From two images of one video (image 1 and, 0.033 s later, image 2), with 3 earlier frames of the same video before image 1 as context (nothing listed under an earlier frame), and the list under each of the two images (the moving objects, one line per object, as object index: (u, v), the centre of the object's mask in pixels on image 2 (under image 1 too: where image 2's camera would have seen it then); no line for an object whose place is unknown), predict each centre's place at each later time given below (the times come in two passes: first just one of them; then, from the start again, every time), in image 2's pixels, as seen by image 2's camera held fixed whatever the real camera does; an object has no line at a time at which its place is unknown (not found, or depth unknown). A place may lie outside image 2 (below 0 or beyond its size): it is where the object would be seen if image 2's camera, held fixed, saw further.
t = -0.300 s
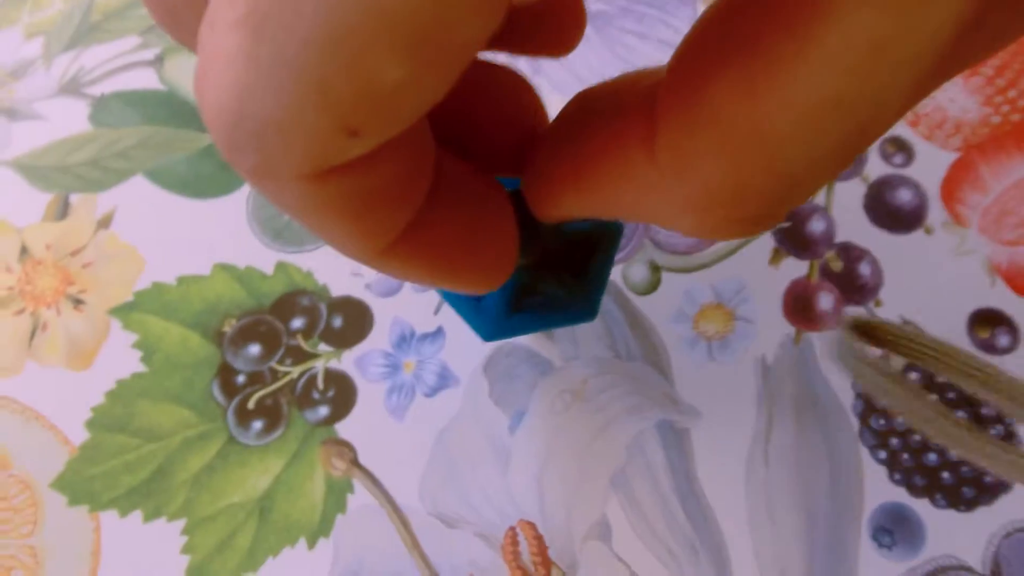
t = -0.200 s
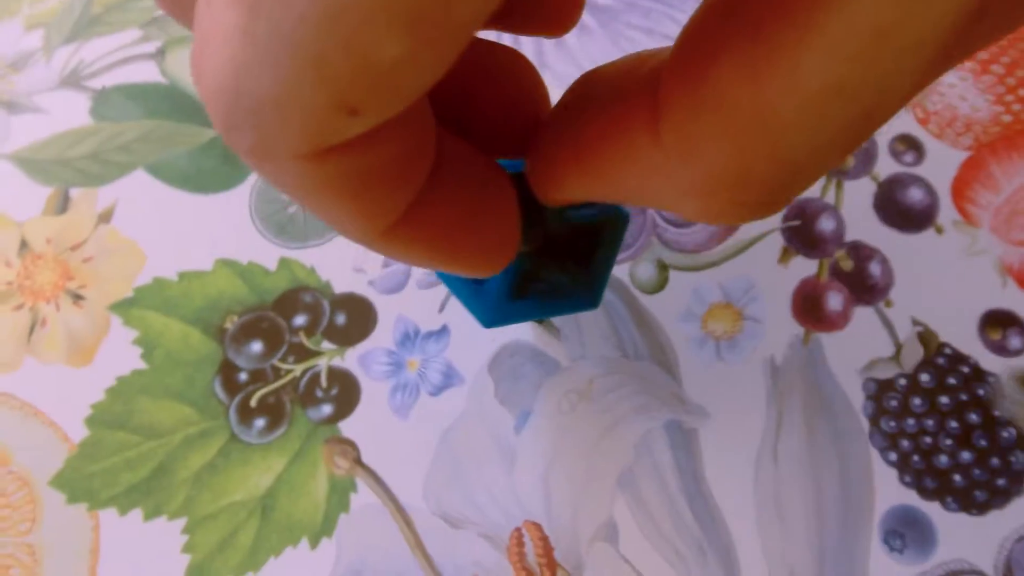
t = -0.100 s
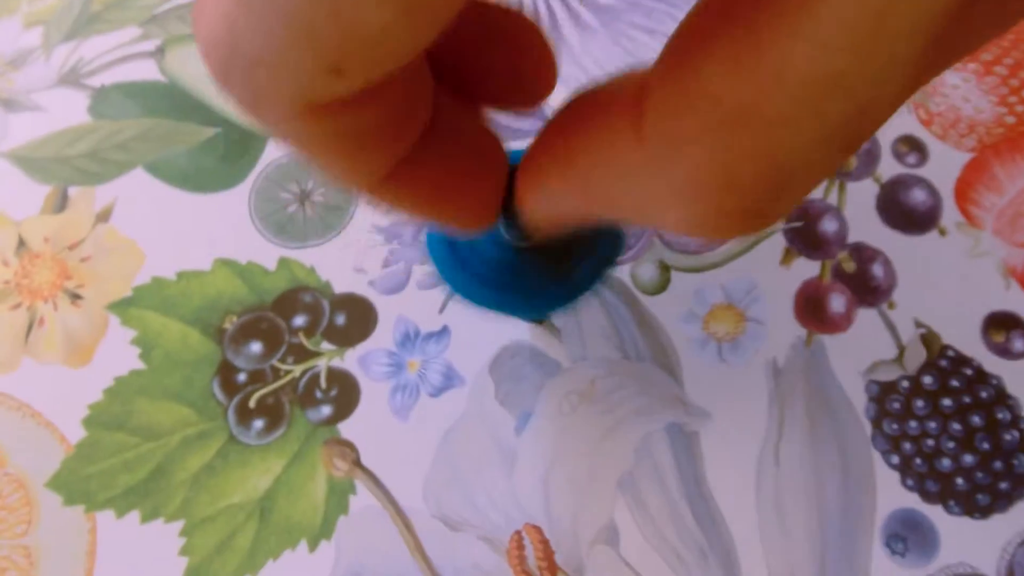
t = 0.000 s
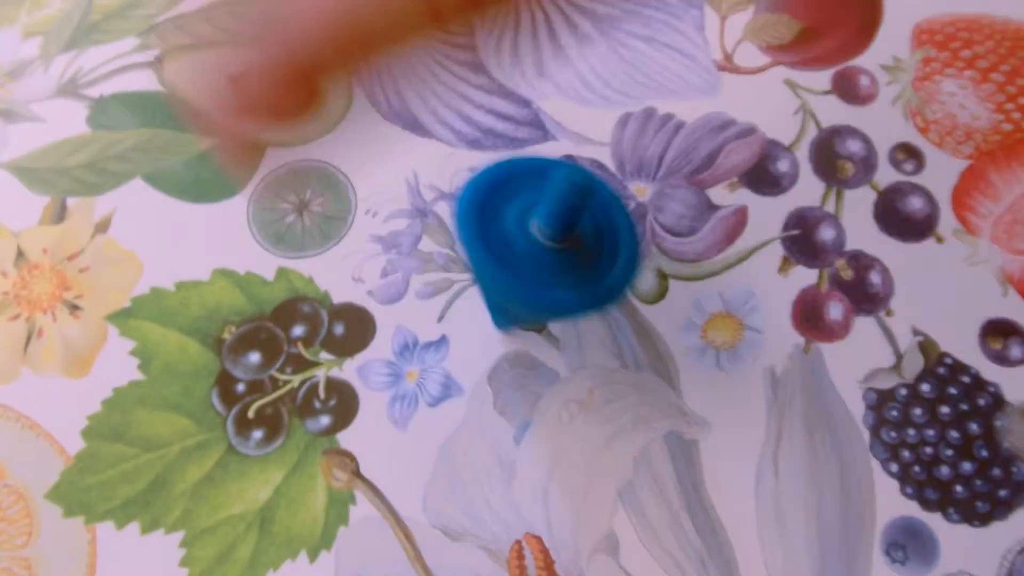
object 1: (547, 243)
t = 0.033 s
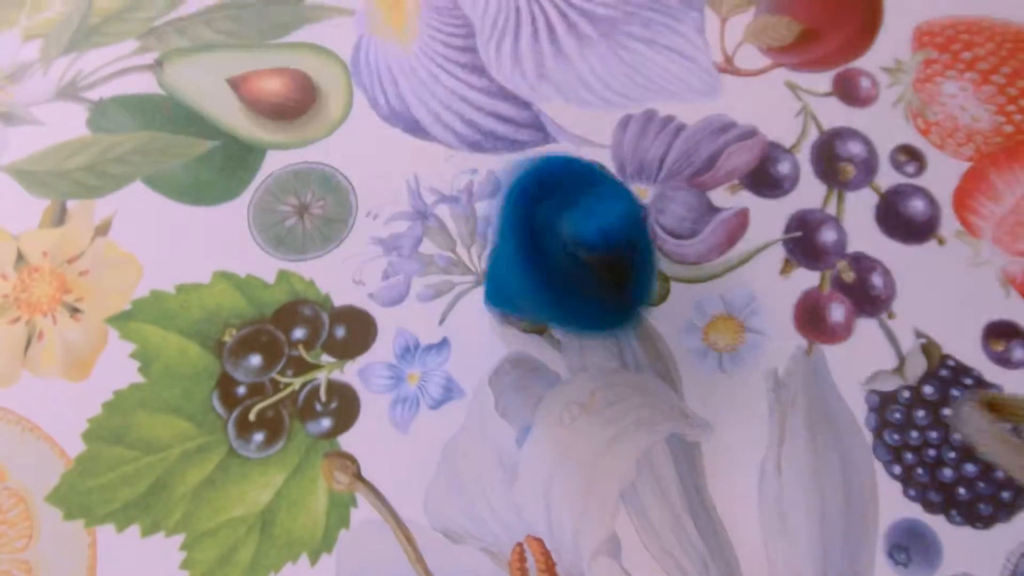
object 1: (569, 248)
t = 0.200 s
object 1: (616, 349)
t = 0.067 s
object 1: (595, 273)
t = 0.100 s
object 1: (600, 311)
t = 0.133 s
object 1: (610, 318)
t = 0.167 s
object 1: (613, 341)
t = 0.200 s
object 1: (616, 349)
